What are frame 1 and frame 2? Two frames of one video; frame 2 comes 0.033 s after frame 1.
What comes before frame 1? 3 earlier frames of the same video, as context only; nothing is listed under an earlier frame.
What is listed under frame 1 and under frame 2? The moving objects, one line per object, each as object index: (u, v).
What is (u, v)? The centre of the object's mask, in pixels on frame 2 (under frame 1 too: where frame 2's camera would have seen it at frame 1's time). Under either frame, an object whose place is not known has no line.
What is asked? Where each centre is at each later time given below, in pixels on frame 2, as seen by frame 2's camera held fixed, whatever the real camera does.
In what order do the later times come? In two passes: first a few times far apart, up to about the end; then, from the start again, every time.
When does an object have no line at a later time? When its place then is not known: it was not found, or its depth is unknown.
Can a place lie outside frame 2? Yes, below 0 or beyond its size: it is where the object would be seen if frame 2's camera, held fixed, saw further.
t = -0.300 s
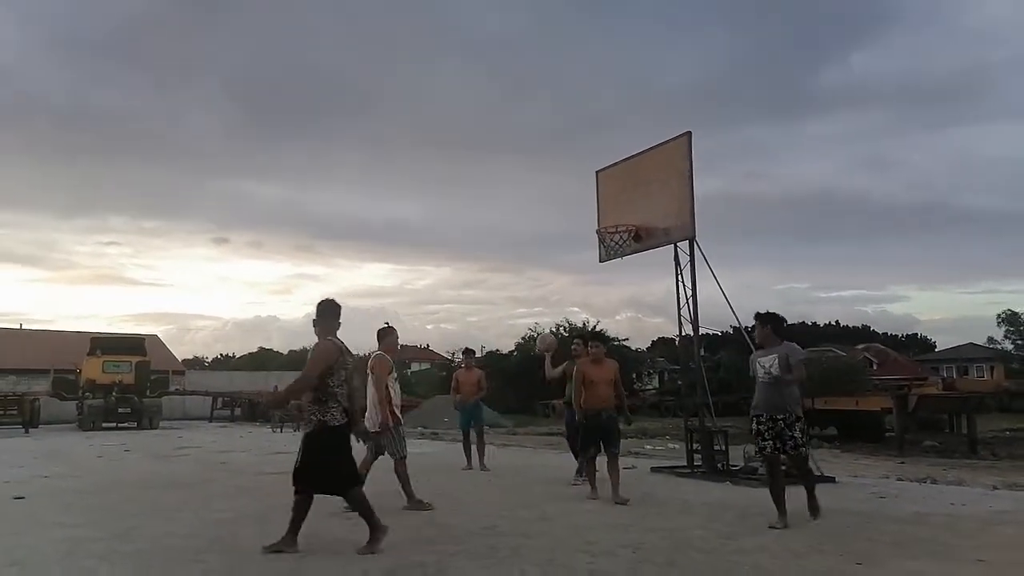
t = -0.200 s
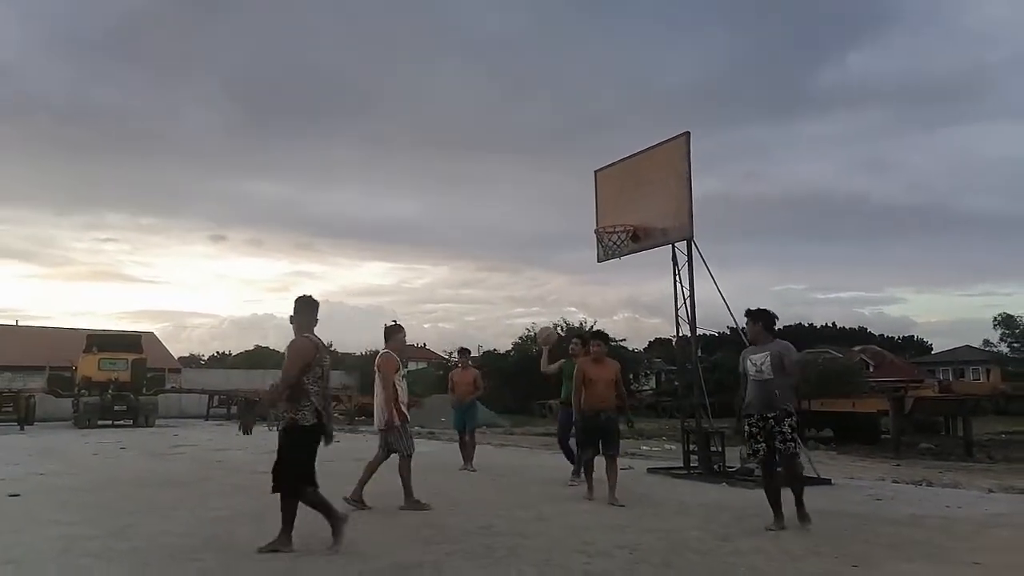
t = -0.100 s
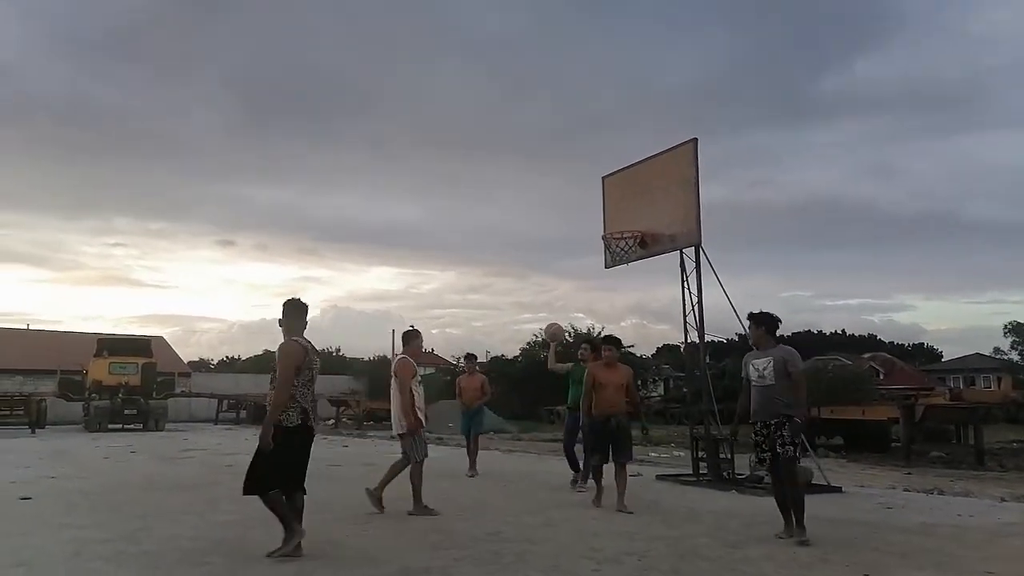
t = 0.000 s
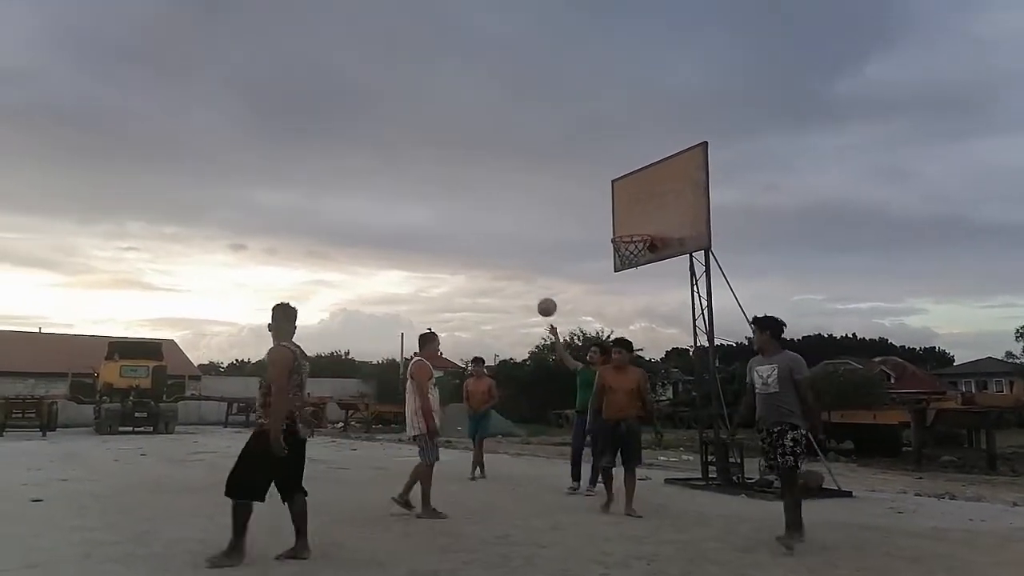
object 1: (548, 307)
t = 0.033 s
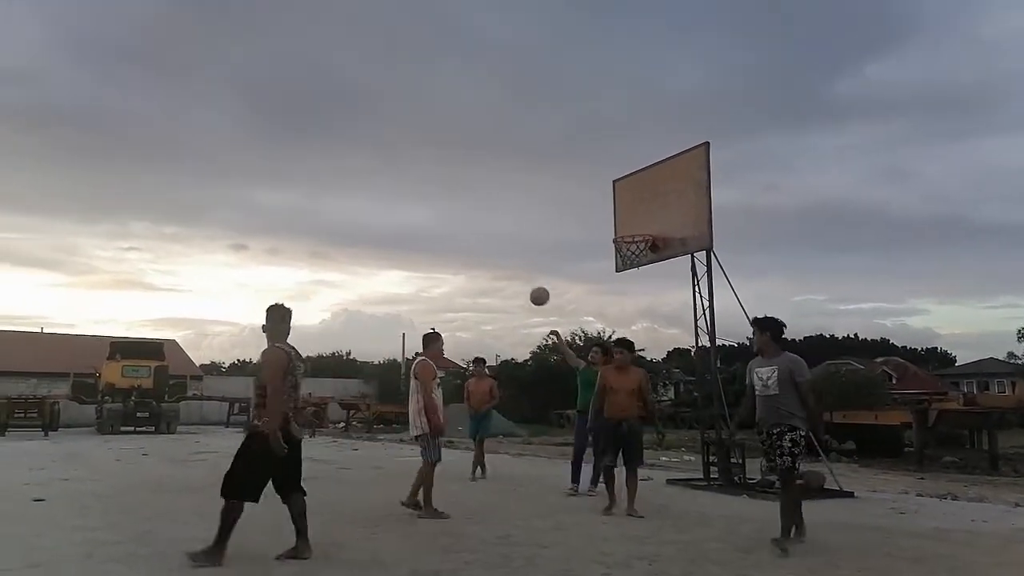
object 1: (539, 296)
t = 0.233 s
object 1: (483, 243)
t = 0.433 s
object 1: (420, 220)
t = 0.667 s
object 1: (328, 238)
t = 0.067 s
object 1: (531, 285)
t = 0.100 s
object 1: (521, 275)
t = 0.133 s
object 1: (512, 266)
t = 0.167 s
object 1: (503, 258)
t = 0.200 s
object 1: (493, 250)
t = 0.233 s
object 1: (483, 243)
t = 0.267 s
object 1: (473, 237)
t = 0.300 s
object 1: (463, 232)
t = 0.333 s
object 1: (453, 228)
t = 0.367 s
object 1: (442, 224)
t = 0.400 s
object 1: (431, 221)
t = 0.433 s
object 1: (420, 220)
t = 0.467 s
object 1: (408, 220)
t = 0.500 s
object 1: (396, 219)
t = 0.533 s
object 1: (383, 221)
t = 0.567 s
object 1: (370, 224)
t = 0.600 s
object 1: (357, 227)
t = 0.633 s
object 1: (343, 232)
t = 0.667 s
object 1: (328, 238)
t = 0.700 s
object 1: (313, 246)
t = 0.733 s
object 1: (298, 256)
